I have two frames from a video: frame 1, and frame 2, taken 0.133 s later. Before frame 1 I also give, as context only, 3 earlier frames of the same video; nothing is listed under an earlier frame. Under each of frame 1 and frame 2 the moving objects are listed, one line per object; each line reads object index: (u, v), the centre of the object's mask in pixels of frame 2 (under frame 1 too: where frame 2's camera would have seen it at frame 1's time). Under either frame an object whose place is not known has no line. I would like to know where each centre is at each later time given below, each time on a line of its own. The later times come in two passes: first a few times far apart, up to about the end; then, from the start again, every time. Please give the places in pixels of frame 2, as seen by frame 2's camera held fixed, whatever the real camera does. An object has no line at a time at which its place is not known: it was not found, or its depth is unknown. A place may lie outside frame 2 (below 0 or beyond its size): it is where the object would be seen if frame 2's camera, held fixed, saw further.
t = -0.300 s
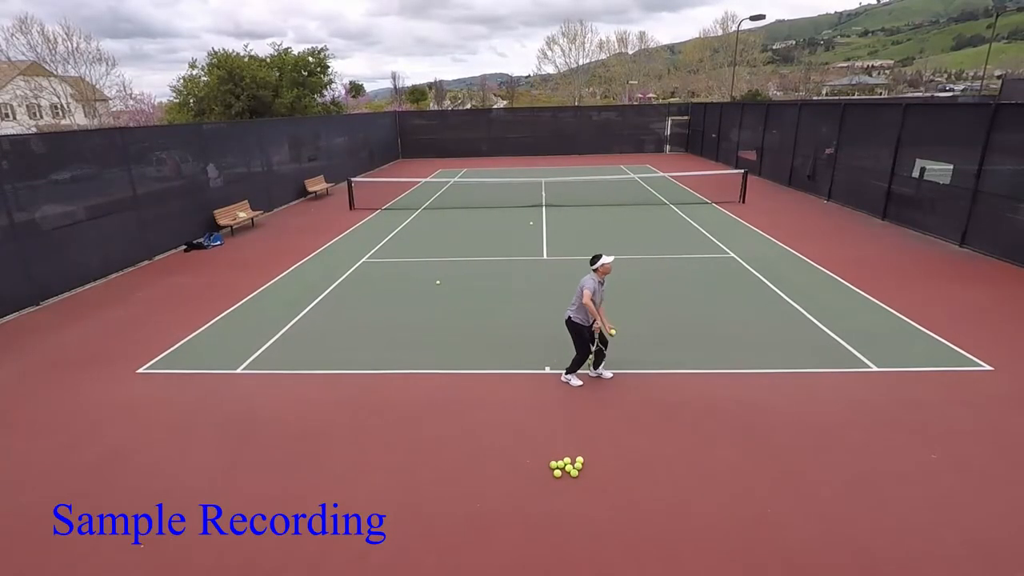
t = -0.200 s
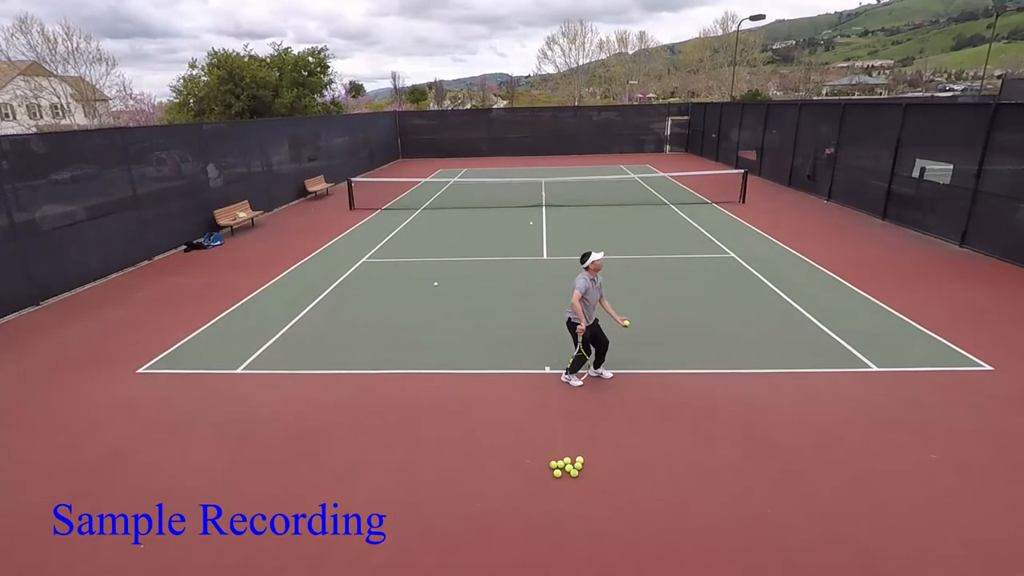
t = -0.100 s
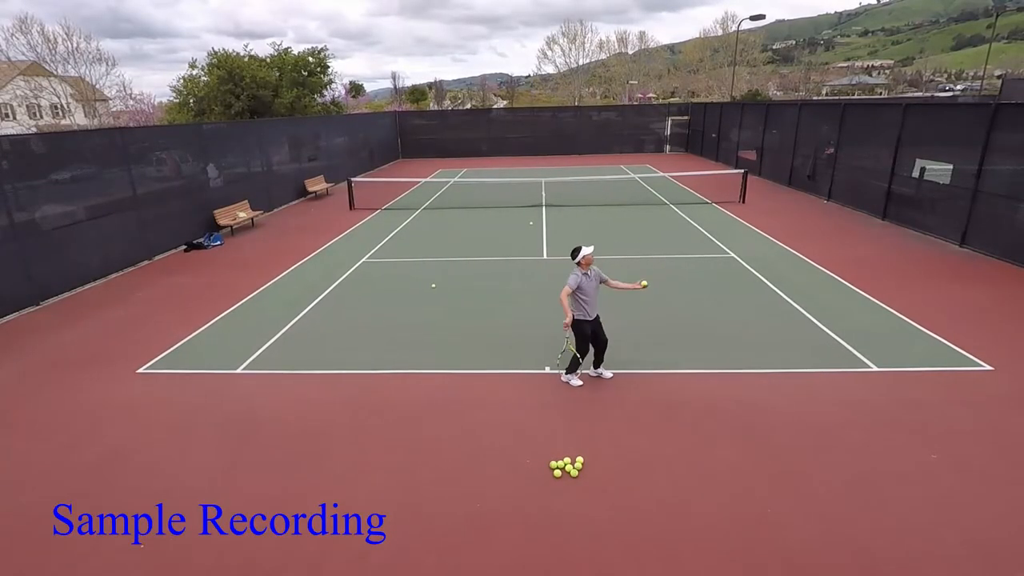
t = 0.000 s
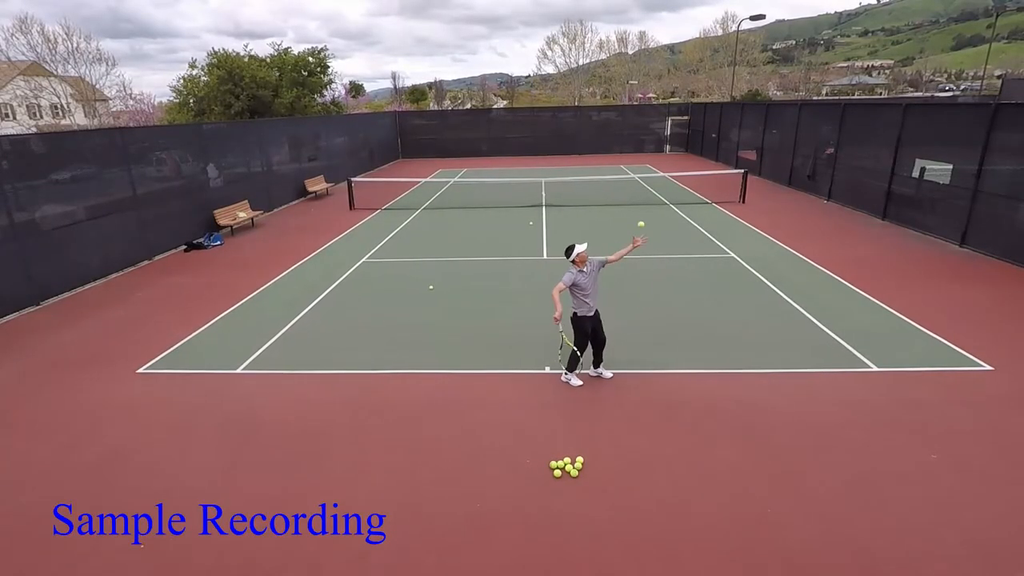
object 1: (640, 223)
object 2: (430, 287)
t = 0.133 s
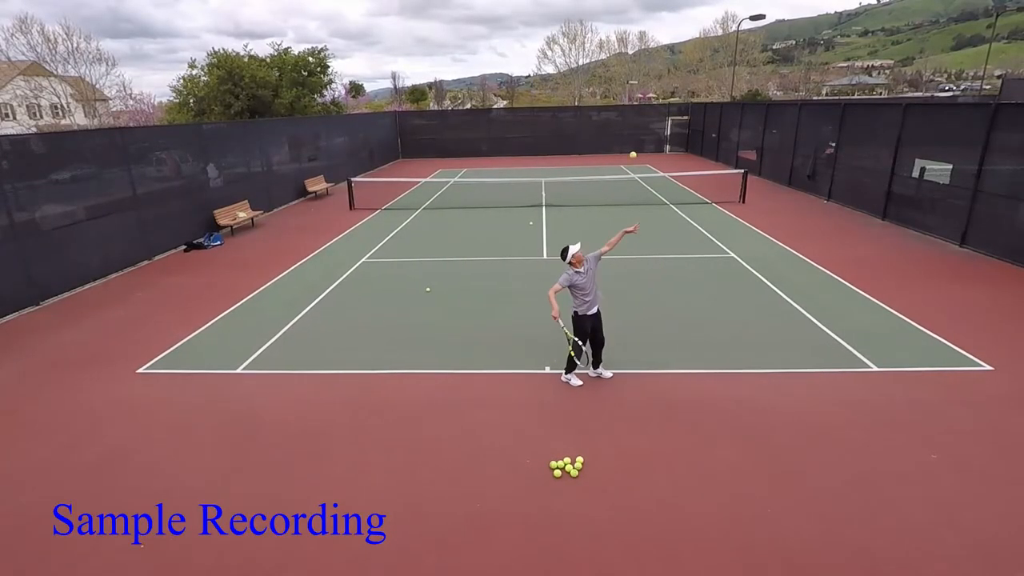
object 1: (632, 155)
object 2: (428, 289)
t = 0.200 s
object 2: (426, 290)
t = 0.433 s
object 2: (421, 295)
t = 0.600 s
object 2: (417, 297)
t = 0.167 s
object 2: (427, 290)
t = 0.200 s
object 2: (426, 290)
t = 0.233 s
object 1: (626, 112)
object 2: (425, 291)
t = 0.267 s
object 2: (425, 292)
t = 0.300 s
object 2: (424, 292)
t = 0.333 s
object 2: (423, 293)
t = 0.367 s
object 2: (423, 293)
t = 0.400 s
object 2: (422, 294)
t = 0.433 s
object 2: (421, 295)
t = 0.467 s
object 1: (608, 51)
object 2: (420, 295)
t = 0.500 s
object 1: (605, 45)
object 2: (419, 296)
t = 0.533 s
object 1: (603, 42)
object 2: (419, 296)
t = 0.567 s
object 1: (600, 41)
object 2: (418, 297)
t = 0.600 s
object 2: (417, 297)
